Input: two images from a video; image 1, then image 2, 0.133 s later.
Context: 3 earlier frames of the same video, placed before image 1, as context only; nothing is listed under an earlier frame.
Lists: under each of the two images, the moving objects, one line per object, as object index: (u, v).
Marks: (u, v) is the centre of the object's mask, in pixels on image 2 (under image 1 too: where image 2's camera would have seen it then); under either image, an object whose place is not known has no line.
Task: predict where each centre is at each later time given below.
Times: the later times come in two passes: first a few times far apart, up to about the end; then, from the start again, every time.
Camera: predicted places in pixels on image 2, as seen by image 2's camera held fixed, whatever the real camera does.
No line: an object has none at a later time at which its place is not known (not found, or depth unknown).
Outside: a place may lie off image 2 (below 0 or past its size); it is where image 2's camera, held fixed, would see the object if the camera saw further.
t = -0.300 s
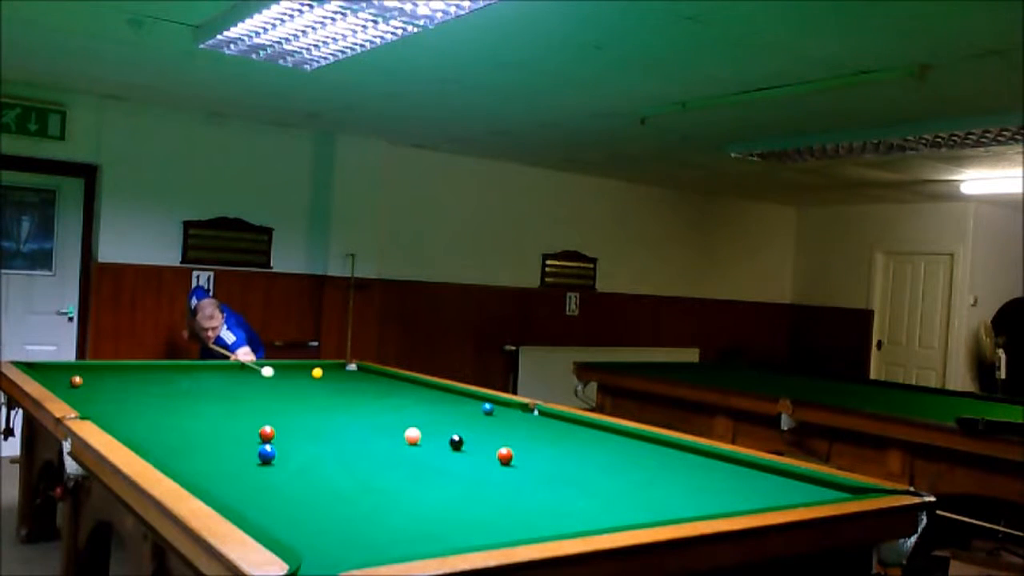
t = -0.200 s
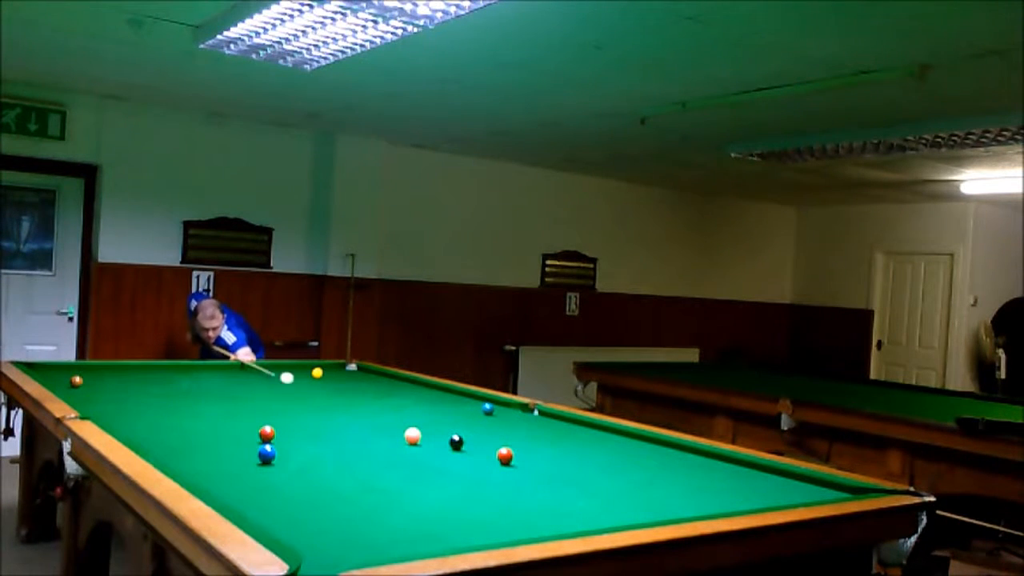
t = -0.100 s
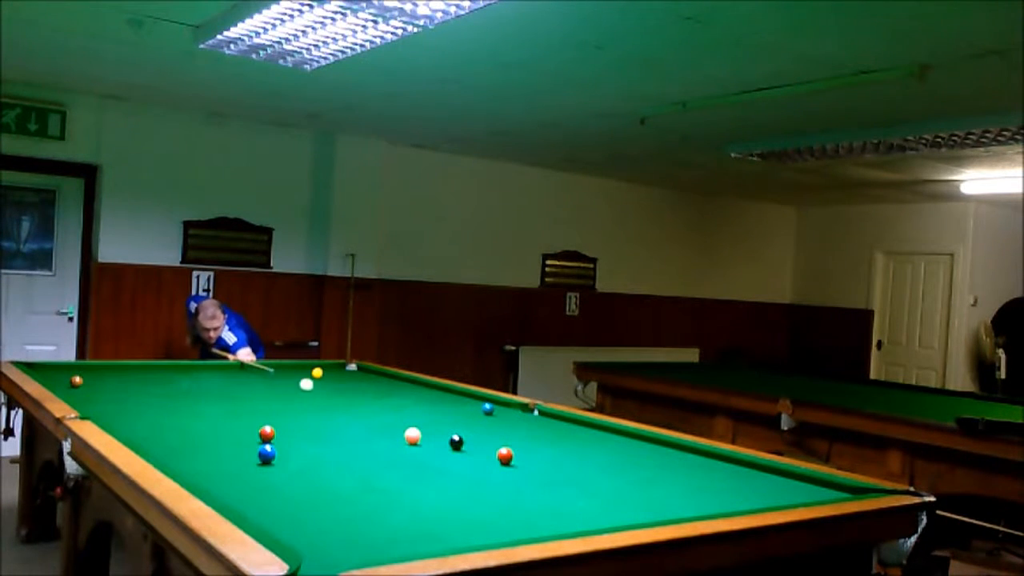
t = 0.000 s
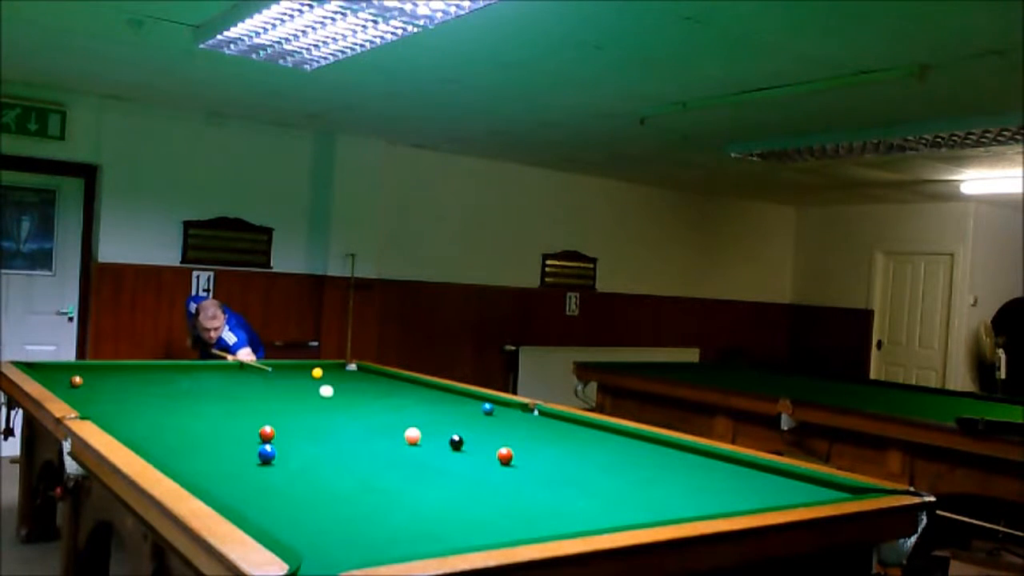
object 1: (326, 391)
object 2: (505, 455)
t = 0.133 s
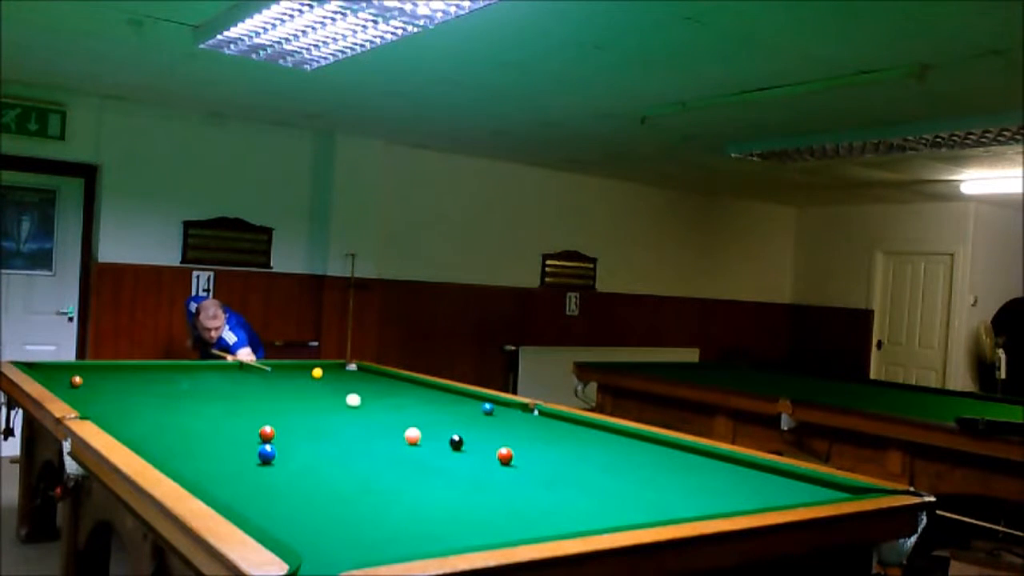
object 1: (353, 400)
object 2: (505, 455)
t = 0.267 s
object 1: (383, 410)
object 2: (505, 455)
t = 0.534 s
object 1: (456, 431)
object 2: (505, 455)
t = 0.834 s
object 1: (576, 461)
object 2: (491, 464)
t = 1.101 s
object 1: (712, 484)
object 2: (469, 478)
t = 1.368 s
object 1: (785, 490)
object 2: (444, 495)
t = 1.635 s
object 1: (750, 471)
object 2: (415, 515)
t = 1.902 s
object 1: (716, 455)
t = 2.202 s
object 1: (651, 445)
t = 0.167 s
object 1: (360, 402)
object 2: (505, 455)
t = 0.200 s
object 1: (368, 405)
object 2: (505, 455)
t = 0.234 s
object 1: (375, 407)
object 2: (505, 455)
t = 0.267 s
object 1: (383, 410)
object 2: (505, 455)
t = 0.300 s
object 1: (391, 413)
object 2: (505, 455)
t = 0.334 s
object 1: (400, 415)
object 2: (505, 455)
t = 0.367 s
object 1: (408, 418)
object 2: (505, 455)
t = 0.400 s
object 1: (417, 421)
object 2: (505, 455)
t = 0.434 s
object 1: (426, 424)
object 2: (505, 455)
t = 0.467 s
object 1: (436, 428)
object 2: (505, 455)
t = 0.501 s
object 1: (445, 430)
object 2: (505, 455)
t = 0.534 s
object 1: (456, 431)
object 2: (505, 455)
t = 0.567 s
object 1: (467, 437)
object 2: (505, 455)
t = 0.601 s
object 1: (477, 442)
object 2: (505, 455)
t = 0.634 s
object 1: (489, 445)
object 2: (505, 455)
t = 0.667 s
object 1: (499, 446)
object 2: (505, 455)
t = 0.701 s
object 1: (516, 452)
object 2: (504, 456)
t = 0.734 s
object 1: (529, 453)
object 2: (500, 458)
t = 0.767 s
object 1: (545, 456)
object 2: (498, 460)
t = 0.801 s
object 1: (560, 458)
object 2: (494, 462)
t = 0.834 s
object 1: (576, 461)
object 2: (491, 464)
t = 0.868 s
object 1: (592, 463)
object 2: (488, 466)
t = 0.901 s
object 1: (608, 466)
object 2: (486, 468)
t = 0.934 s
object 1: (624, 469)
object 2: (483, 469)
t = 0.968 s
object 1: (641, 472)
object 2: (480, 471)
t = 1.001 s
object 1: (658, 475)
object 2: (478, 473)
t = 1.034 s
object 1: (676, 478)
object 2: (475, 475)
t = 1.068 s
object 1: (693, 481)
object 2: (472, 477)
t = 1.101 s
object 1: (712, 484)
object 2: (469, 478)
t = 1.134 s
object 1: (730, 487)
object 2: (466, 480)
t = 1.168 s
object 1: (749, 490)
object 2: (463, 482)
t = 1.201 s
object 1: (768, 493)
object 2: (460, 484)
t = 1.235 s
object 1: (787, 496)
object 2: (457, 487)
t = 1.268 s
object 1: (805, 498)
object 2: (453, 489)
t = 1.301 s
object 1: (798, 495)
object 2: (450, 491)
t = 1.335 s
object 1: (791, 493)
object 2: (447, 493)
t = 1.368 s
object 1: (785, 490)
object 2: (444, 495)
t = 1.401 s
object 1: (779, 487)
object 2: (440, 498)
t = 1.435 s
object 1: (775, 485)
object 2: (437, 500)
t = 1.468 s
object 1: (770, 482)
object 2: (433, 503)
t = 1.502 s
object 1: (766, 479)
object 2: (430, 505)
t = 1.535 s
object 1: (762, 477)
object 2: (426, 508)
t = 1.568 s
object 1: (758, 475)
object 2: (422, 510)
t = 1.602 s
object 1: (754, 473)
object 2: (418, 513)
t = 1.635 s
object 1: (750, 471)
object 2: (415, 515)
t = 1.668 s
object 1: (747, 468)
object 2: (411, 518)
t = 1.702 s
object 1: (743, 466)
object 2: (406, 521)
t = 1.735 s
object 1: (740, 464)
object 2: (402, 524)
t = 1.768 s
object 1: (736, 462)
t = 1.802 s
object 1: (734, 460)
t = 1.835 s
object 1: (730, 458)
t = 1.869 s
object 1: (724, 456)
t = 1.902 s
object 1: (716, 455)
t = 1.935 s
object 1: (708, 454)
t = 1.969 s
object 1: (701, 453)
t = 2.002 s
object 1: (694, 451)
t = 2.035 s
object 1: (686, 450)
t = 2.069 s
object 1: (679, 449)
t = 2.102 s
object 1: (672, 448)
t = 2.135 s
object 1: (665, 447)
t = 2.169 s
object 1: (658, 446)
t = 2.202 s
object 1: (651, 445)
